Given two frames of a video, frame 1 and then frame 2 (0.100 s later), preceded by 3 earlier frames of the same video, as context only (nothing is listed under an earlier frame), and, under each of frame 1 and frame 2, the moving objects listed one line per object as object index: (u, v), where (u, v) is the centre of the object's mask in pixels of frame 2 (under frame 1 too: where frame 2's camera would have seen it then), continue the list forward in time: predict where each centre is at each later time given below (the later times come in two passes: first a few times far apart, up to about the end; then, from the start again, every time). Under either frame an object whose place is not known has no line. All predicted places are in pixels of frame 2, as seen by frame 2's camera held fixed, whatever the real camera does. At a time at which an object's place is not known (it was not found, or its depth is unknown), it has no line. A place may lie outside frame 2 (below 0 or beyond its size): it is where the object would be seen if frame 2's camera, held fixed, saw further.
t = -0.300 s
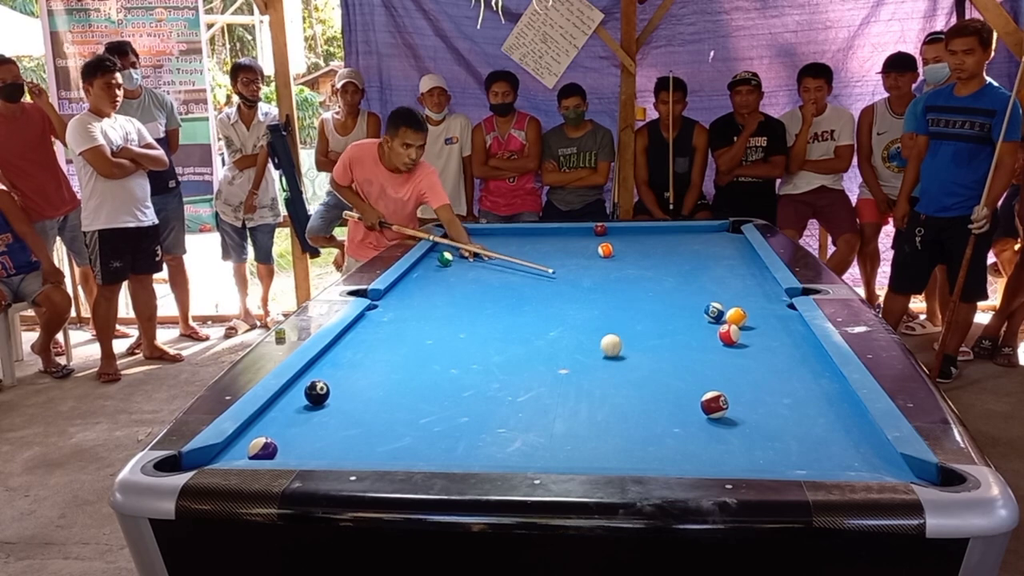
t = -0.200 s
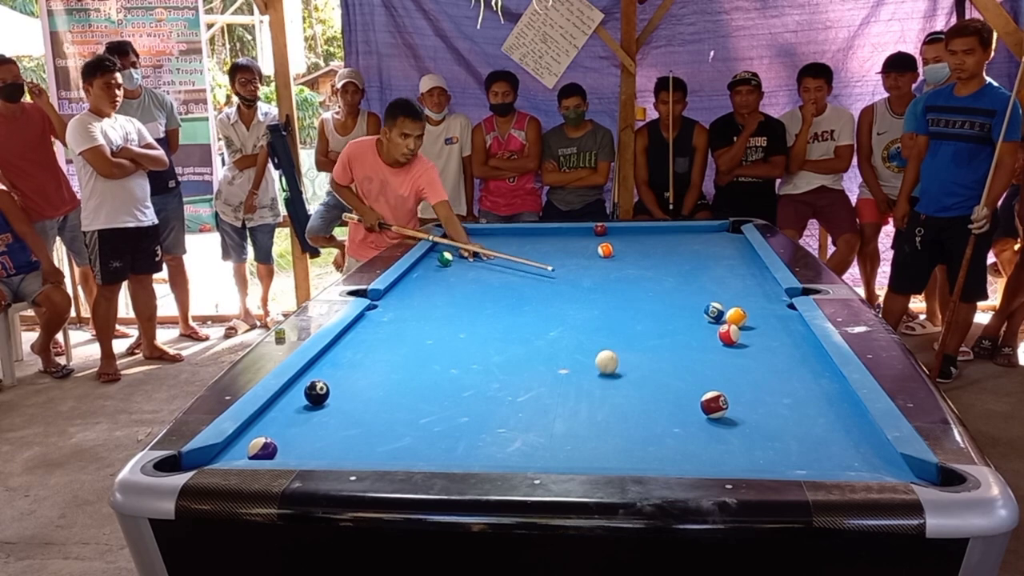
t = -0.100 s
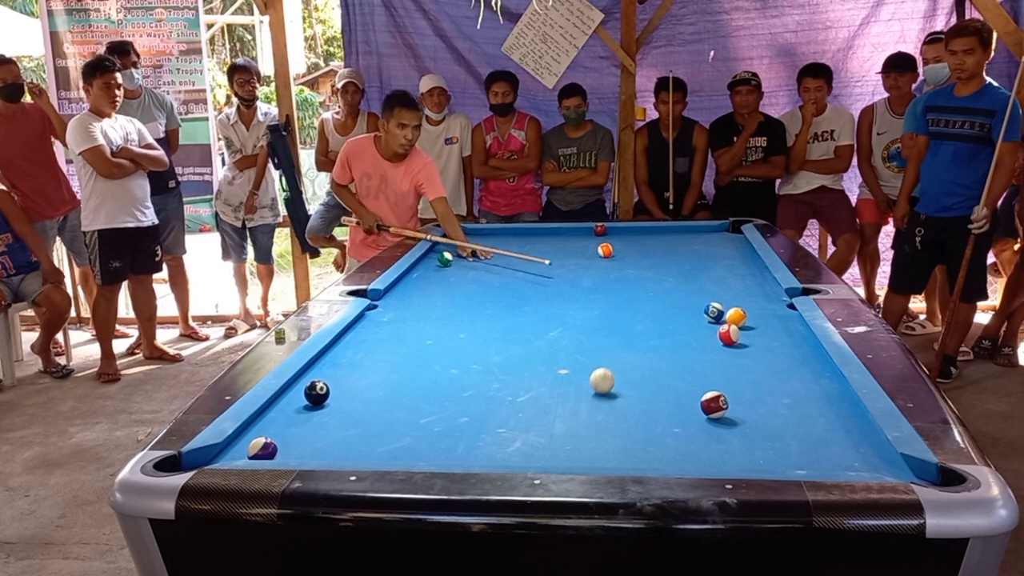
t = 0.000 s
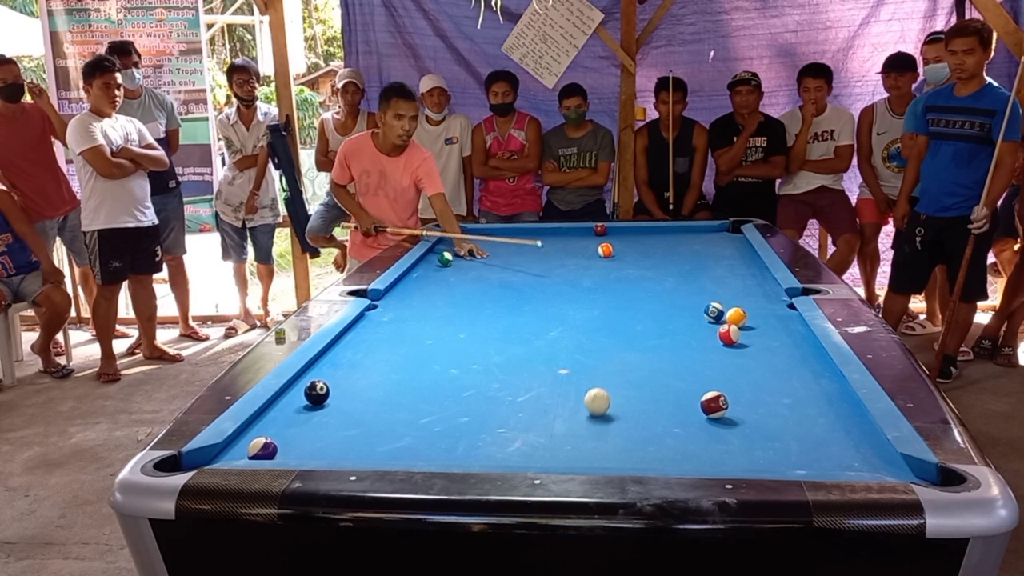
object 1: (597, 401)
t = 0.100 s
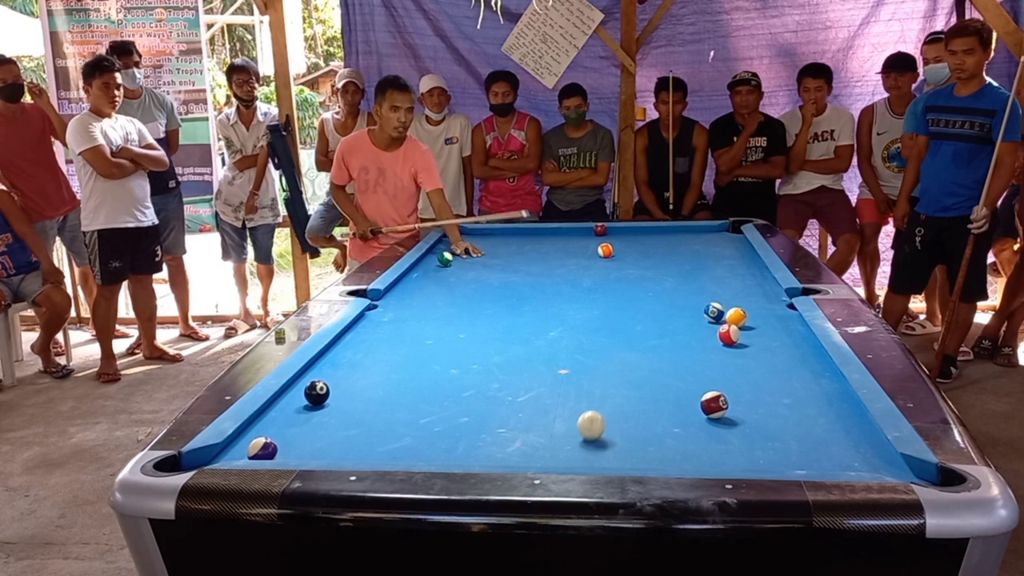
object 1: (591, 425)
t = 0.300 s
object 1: (585, 452)
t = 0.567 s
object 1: (597, 417)
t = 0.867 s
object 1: (607, 386)
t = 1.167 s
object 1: (616, 360)
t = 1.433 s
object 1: (623, 342)
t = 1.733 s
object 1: (629, 324)
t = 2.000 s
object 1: (634, 311)
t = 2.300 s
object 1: (638, 298)
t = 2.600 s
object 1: (642, 287)
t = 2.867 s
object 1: (644, 279)
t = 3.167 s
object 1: (647, 271)
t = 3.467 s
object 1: (649, 263)
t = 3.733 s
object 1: (651, 258)
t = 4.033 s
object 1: (653, 253)
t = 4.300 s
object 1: (655, 248)
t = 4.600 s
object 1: (656, 244)
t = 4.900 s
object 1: (658, 240)
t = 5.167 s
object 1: (659, 238)
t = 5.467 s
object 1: (660, 235)
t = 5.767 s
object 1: (661, 232)
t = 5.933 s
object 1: (661, 231)
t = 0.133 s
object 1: (589, 434)
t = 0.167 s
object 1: (586, 443)
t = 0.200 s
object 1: (584, 451)
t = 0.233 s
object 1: (581, 457)
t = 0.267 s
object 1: (582, 456)
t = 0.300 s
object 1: (585, 452)
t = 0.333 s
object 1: (586, 448)
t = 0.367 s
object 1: (588, 443)
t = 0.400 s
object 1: (590, 439)
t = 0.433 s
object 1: (591, 434)
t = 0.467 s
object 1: (593, 430)
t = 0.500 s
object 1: (594, 426)
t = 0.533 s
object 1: (595, 421)
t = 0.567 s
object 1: (597, 417)
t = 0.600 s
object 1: (598, 413)
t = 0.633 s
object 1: (599, 410)
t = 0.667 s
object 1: (601, 406)
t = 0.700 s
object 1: (602, 402)
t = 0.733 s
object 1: (603, 399)
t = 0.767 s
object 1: (604, 395)
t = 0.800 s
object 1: (605, 392)
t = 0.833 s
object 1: (606, 389)
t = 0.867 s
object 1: (607, 386)
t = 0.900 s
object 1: (608, 383)
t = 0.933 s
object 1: (609, 379)
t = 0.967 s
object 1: (610, 377)
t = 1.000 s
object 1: (611, 374)
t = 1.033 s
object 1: (612, 371)
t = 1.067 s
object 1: (613, 368)
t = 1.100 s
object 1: (614, 365)
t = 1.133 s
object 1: (615, 363)
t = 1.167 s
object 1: (616, 360)
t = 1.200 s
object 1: (617, 358)
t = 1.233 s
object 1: (618, 355)
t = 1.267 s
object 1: (619, 353)
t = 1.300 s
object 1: (620, 351)
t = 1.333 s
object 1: (620, 348)
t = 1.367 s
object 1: (621, 346)
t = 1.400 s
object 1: (622, 344)
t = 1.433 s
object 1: (623, 342)
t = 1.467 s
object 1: (624, 339)
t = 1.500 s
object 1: (624, 338)
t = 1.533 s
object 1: (625, 335)
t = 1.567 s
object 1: (626, 333)
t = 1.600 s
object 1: (626, 331)
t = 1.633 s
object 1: (627, 329)
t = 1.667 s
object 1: (628, 328)
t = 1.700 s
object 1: (628, 326)
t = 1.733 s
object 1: (629, 324)
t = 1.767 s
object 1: (630, 322)
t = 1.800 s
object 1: (630, 321)
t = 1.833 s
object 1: (631, 319)
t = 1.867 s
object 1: (632, 317)
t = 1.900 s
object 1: (632, 315)
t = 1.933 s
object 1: (633, 314)
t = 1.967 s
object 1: (633, 312)
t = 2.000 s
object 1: (634, 311)
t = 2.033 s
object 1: (634, 309)
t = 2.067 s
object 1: (635, 308)
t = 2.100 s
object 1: (635, 306)
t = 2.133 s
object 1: (636, 305)
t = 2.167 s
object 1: (636, 304)
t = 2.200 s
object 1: (637, 302)
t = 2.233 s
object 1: (638, 301)
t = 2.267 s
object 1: (638, 299)
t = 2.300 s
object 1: (638, 298)
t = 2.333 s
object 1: (639, 297)
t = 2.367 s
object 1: (639, 296)
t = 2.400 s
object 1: (639, 294)
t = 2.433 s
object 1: (640, 293)
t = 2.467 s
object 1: (640, 292)
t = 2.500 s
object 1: (641, 291)
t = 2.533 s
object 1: (641, 290)
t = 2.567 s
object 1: (641, 288)
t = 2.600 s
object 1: (642, 287)
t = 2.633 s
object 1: (642, 286)
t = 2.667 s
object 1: (642, 285)
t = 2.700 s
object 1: (643, 284)
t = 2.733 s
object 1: (643, 283)
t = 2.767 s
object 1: (643, 282)
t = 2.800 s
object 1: (644, 281)
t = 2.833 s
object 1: (644, 280)
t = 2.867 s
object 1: (644, 279)
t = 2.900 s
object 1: (644, 278)
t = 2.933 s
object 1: (645, 277)
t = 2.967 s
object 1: (645, 276)
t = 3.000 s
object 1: (645, 275)
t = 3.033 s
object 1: (646, 274)
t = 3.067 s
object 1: (646, 273)
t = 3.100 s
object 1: (646, 272)
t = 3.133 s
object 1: (647, 271)
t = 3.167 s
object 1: (647, 271)
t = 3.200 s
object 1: (647, 270)
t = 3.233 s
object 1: (648, 269)
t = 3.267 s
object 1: (648, 268)
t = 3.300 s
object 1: (648, 267)
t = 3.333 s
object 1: (648, 266)
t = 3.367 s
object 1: (648, 266)
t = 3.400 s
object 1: (649, 265)
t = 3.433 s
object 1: (649, 264)
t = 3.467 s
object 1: (649, 263)
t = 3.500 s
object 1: (650, 263)
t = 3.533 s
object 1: (650, 262)
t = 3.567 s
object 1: (650, 261)
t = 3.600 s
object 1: (650, 261)
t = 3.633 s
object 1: (650, 260)
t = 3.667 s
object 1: (651, 259)
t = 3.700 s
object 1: (651, 259)
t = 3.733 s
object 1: (651, 258)
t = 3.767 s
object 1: (651, 257)
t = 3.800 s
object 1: (652, 257)
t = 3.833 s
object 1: (652, 256)
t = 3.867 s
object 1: (652, 255)
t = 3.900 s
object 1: (652, 255)
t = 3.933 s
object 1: (652, 254)
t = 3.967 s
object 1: (653, 254)
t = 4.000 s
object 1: (653, 253)
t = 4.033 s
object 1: (653, 253)
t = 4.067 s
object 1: (653, 252)
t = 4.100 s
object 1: (654, 251)
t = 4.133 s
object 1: (654, 251)
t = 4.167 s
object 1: (654, 250)
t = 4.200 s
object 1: (654, 250)
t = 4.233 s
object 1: (654, 249)
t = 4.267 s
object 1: (655, 249)
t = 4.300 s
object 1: (655, 248)
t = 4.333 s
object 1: (655, 248)
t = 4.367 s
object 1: (655, 247)
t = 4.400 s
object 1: (655, 247)
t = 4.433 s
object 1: (656, 246)
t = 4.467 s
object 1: (656, 246)
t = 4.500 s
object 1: (656, 245)
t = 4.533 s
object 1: (656, 245)
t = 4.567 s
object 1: (656, 244)
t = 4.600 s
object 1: (656, 244)
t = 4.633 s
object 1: (656, 244)
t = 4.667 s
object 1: (657, 243)
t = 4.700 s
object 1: (657, 243)
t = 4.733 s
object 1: (657, 242)
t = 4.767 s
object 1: (658, 242)
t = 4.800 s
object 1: (657, 242)
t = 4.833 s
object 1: (658, 241)
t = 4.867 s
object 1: (658, 241)
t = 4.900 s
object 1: (658, 240)
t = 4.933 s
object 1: (658, 240)
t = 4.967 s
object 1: (658, 240)
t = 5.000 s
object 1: (658, 239)
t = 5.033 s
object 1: (659, 239)
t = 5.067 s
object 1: (659, 239)
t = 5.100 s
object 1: (659, 238)
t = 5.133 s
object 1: (659, 238)
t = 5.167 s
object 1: (659, 238)
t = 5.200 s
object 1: (659, 237)
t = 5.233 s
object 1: (659, 237)
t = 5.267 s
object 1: (659, 236)
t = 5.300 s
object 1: (659, 236)
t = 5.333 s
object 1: (660, 236)
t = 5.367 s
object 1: (660, 236)
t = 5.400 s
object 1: (660, 235)
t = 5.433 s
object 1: (660, 235)
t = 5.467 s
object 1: (660, 235)
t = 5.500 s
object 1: (660, 235)
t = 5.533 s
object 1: (660, 234)
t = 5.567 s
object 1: (660, 234)
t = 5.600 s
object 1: (660, 234)
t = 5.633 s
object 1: (660, 233)
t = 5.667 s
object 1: (660, 233)
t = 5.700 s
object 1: (660, 233)
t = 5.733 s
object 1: (661, 233)
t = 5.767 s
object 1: (661, 232)
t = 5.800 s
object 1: (661, 232)
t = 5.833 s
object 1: (661, 232)
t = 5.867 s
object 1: (661, 231)
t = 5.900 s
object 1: (661, 231)
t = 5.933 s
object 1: (661, 231)
